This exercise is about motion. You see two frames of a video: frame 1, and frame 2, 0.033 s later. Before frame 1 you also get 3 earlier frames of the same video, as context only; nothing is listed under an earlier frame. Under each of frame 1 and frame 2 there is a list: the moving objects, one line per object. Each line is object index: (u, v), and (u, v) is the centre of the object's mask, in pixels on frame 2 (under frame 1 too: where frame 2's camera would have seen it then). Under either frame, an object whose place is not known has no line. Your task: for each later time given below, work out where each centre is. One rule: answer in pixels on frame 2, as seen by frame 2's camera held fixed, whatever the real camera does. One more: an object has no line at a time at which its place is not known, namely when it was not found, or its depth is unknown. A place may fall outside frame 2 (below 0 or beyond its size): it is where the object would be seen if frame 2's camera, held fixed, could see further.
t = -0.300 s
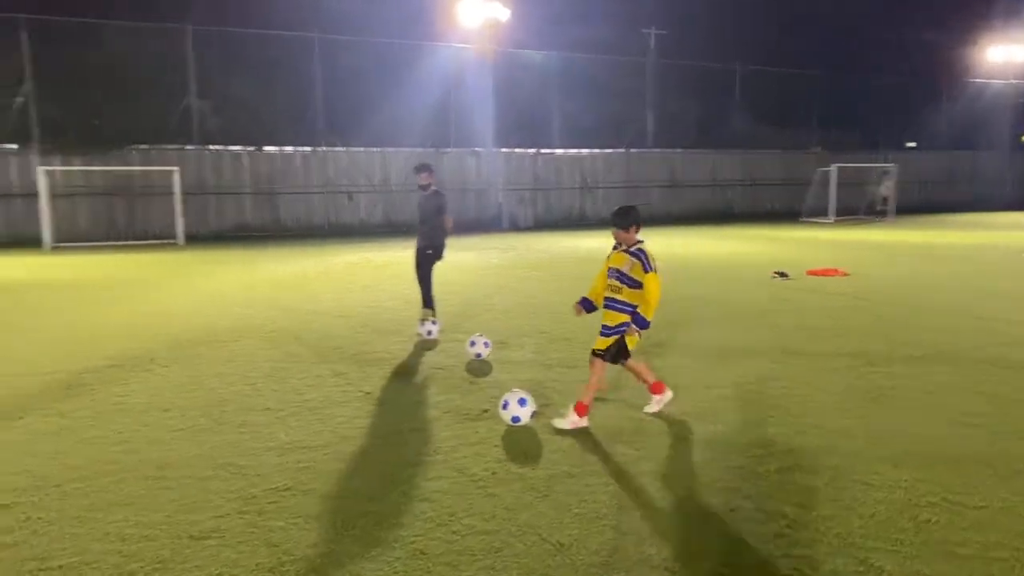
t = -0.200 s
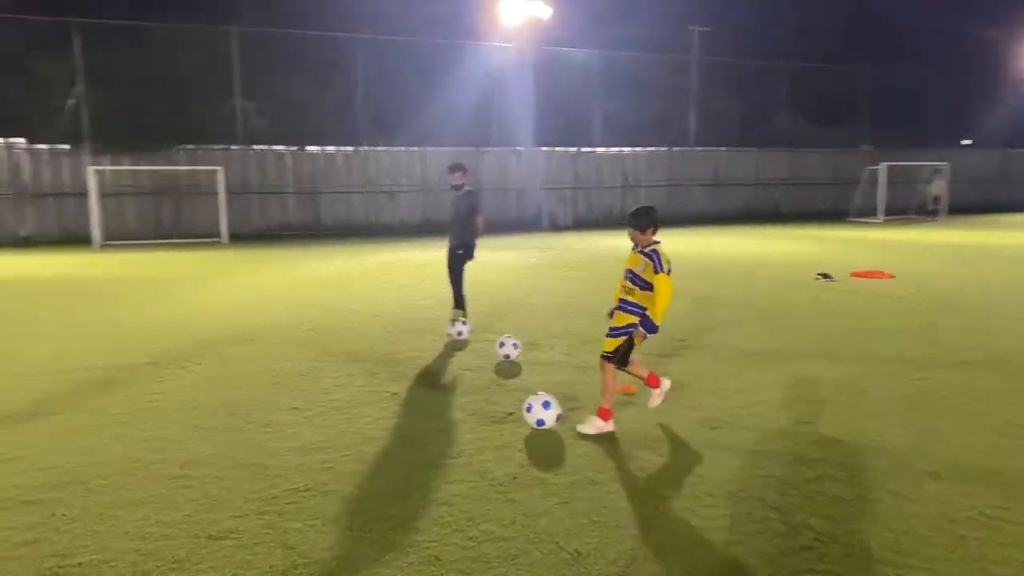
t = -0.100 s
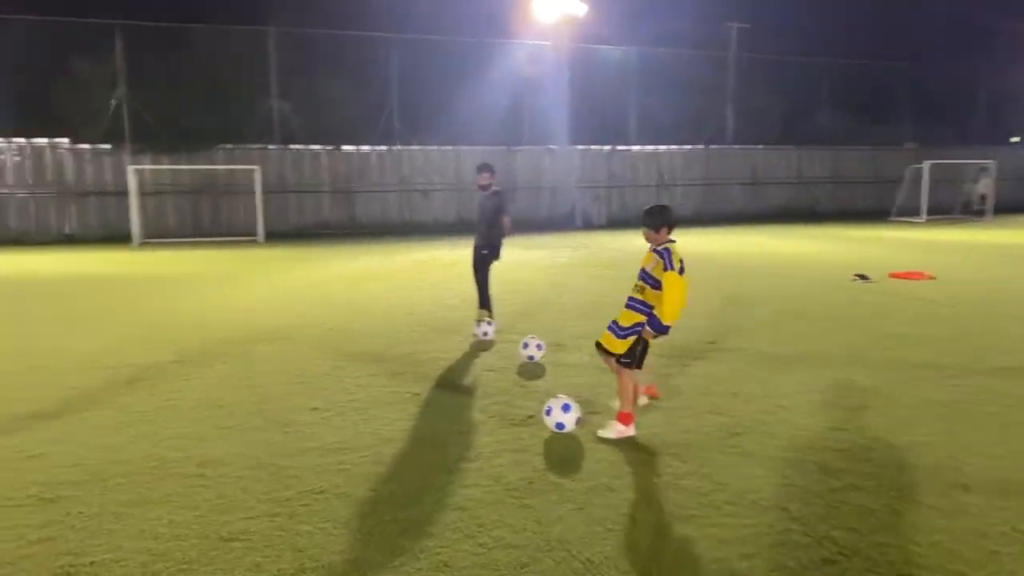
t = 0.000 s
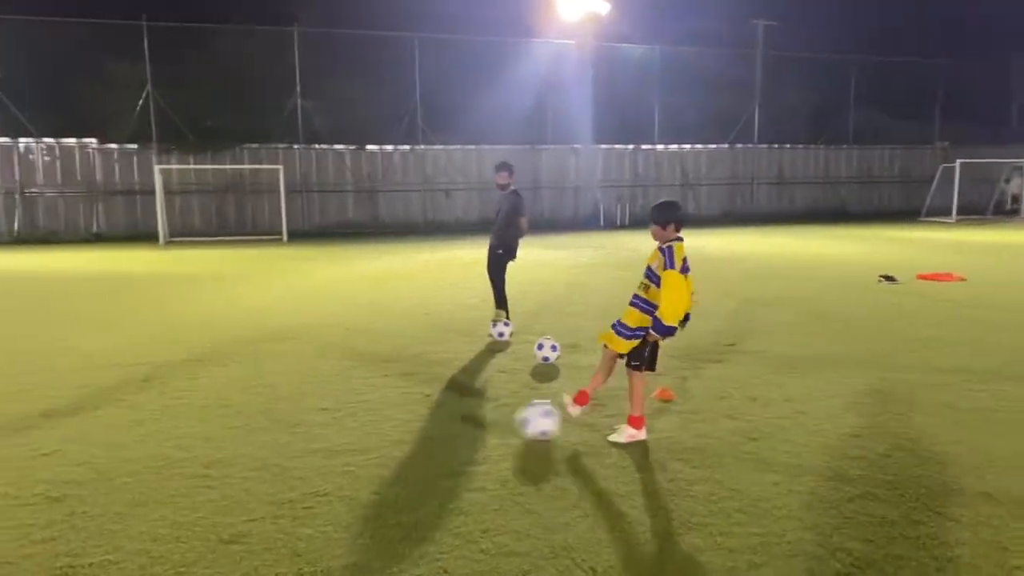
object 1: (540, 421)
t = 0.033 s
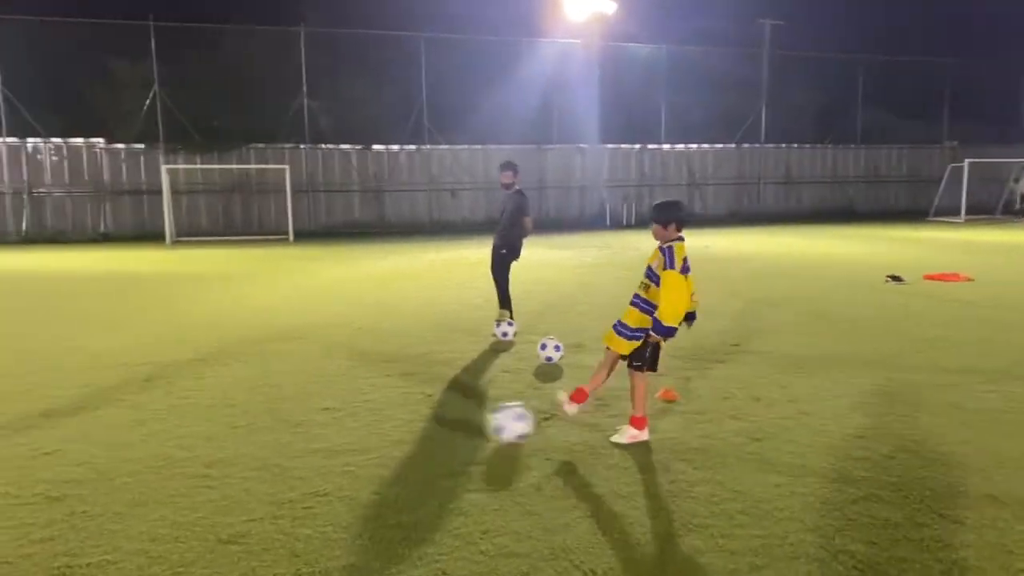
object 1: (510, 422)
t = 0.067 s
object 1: (479, 426)
